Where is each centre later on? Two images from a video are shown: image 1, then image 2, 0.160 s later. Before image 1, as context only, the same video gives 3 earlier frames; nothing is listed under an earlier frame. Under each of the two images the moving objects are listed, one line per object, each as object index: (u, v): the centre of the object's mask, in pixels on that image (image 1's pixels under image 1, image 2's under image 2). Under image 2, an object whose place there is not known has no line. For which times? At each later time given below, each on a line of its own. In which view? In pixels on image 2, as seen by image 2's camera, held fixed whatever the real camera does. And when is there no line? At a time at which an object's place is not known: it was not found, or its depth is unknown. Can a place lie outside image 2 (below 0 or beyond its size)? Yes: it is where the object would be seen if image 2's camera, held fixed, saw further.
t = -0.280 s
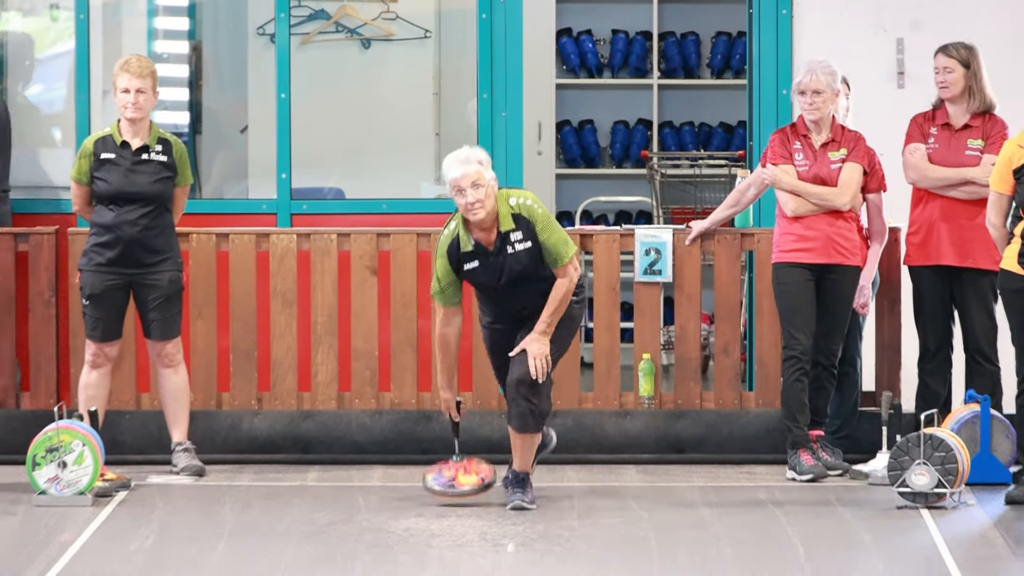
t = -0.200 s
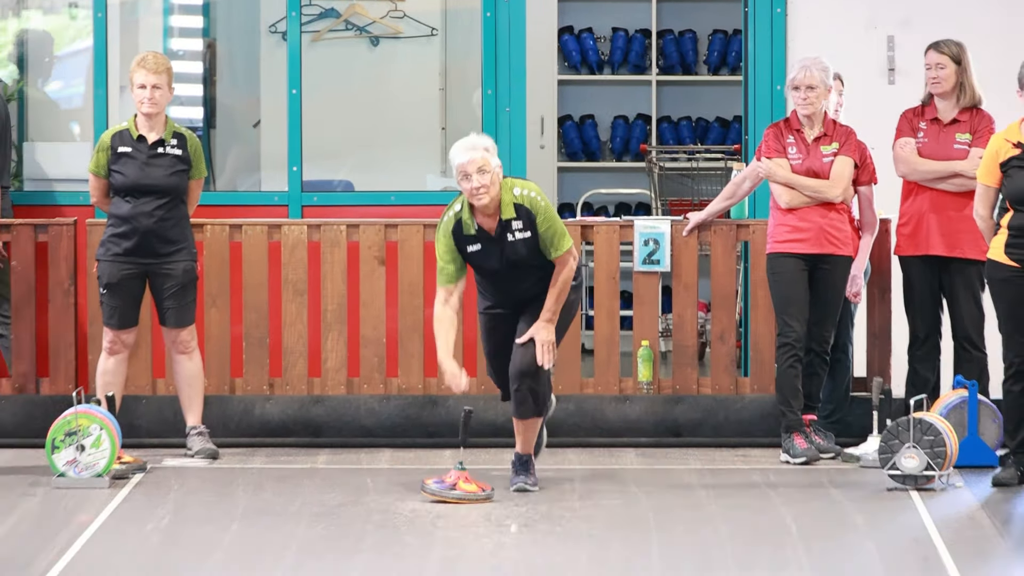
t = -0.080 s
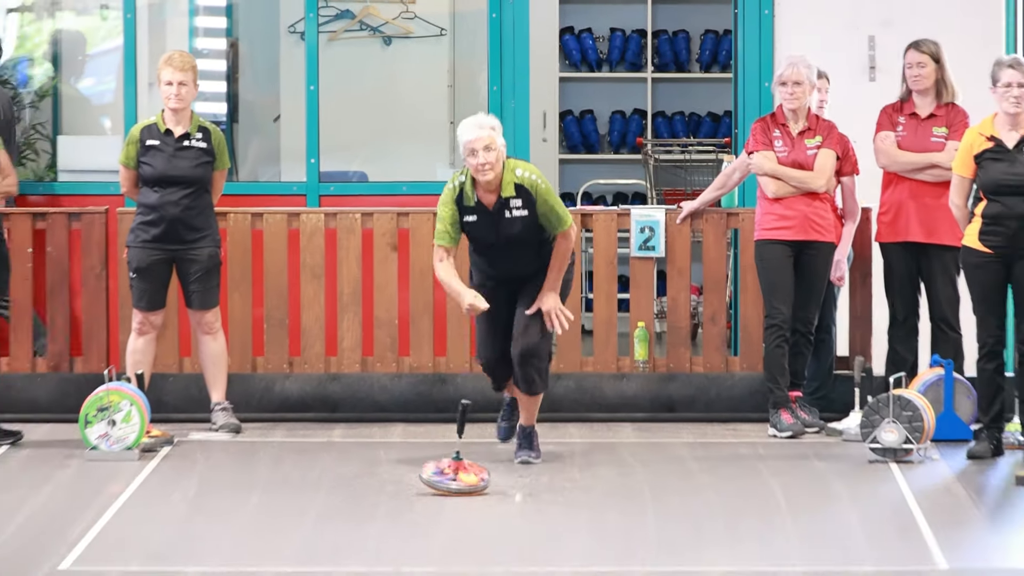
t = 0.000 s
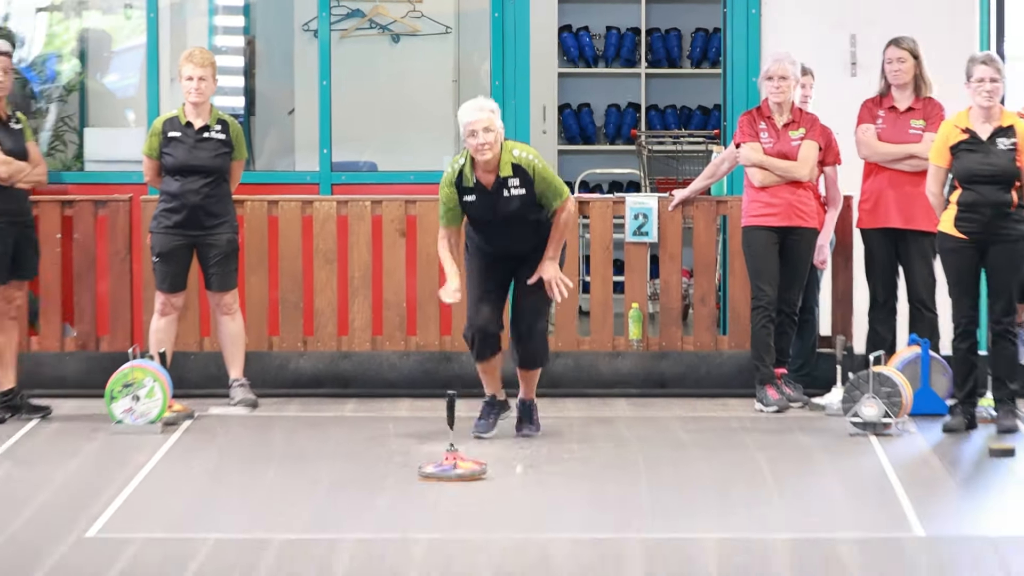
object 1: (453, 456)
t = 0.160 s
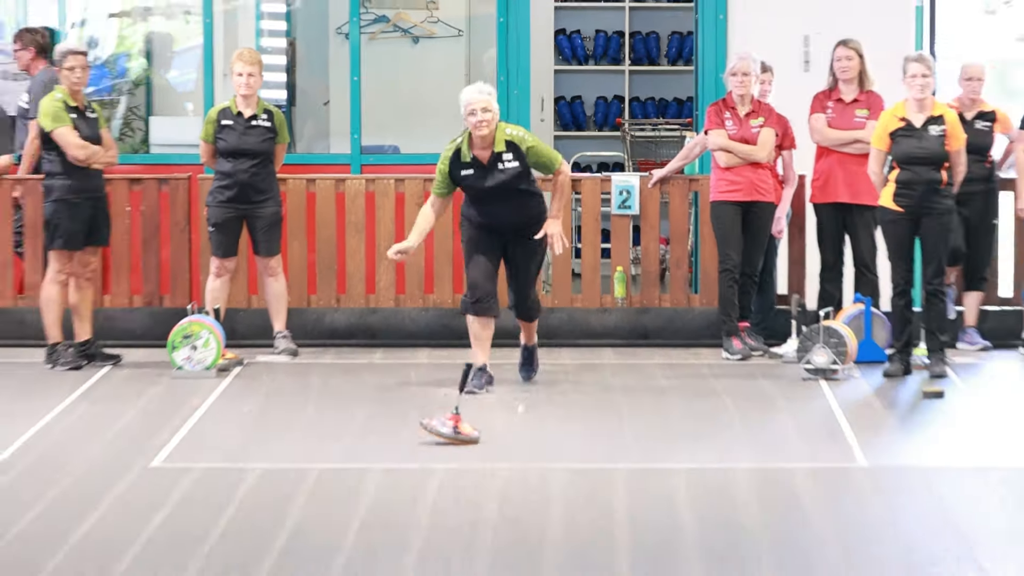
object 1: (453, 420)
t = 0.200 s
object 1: (449, 429)
